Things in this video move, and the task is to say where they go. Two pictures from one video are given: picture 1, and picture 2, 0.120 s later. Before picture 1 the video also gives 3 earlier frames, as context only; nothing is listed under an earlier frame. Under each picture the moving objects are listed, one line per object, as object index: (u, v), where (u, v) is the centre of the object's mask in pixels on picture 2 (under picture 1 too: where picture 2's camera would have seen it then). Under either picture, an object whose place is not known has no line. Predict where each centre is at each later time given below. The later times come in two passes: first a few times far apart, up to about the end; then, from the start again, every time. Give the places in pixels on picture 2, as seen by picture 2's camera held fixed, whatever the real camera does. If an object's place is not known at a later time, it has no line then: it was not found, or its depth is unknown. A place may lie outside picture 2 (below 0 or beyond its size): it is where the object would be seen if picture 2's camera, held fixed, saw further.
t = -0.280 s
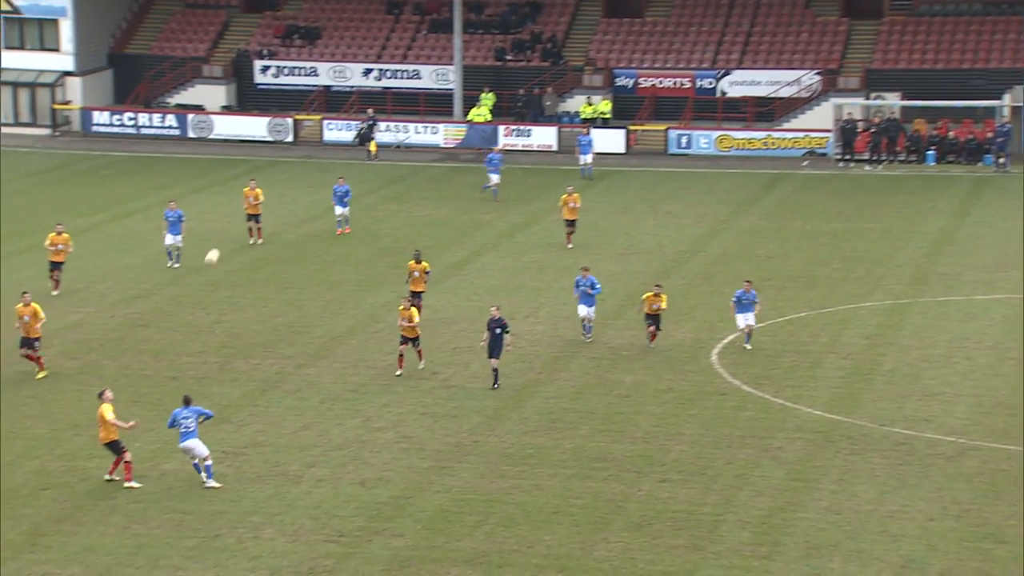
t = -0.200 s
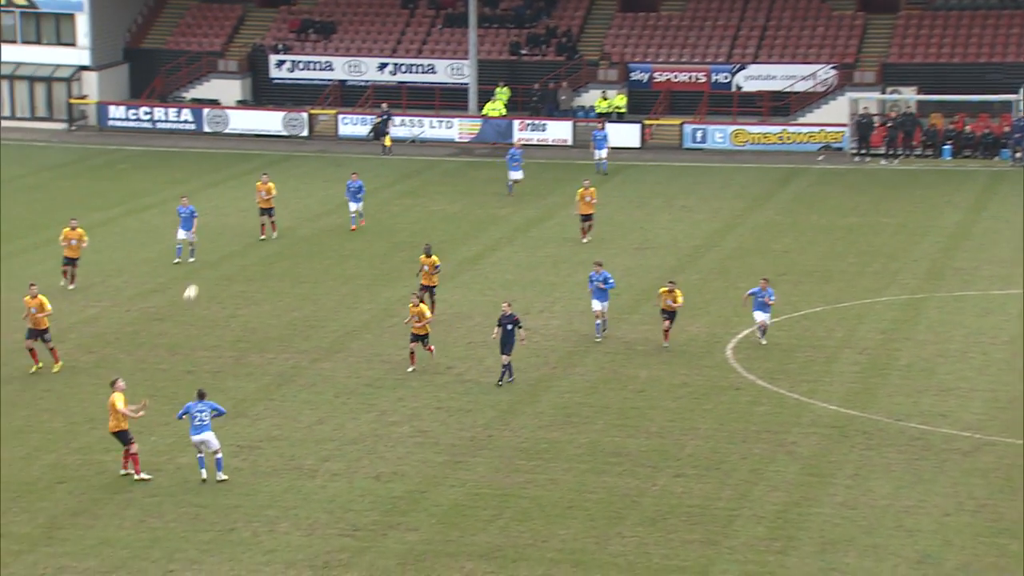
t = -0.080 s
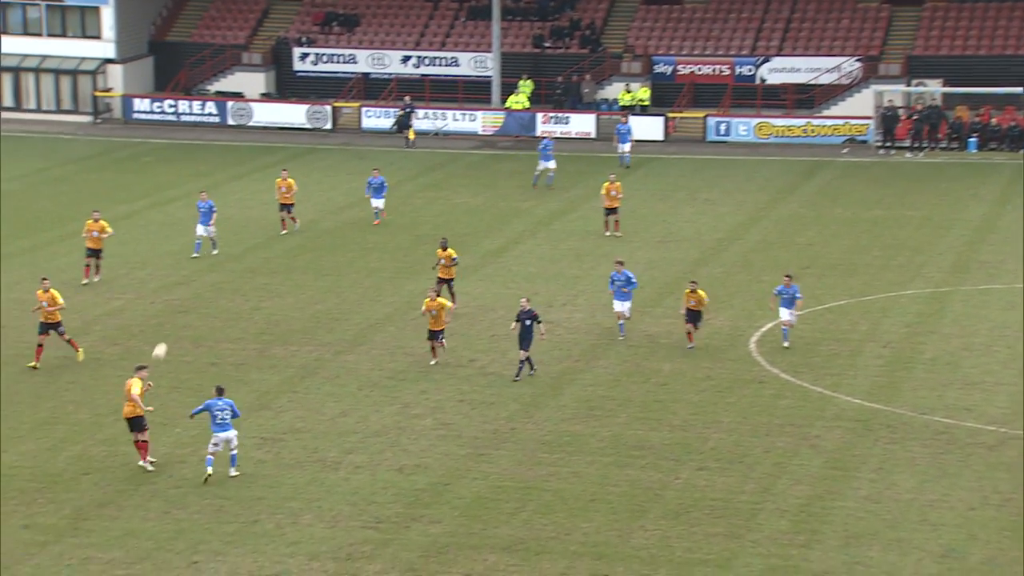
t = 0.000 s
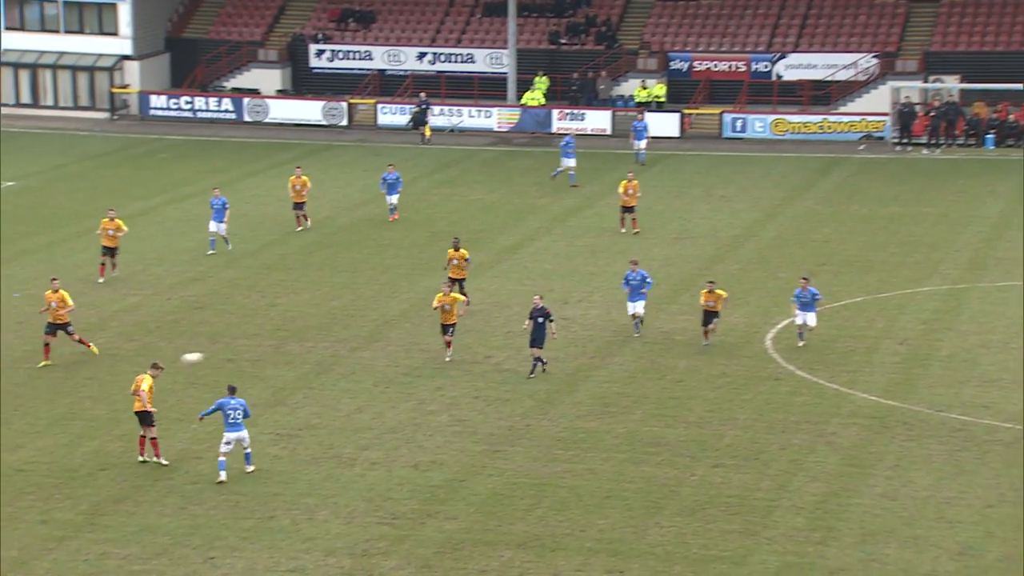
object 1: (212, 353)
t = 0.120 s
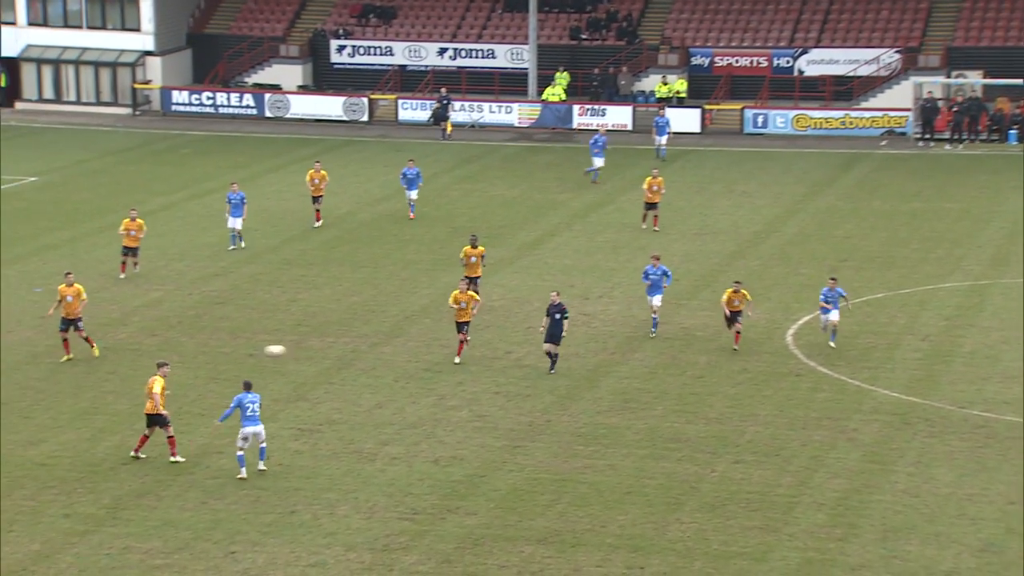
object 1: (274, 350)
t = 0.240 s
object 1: (336, 356)
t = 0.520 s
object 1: (480, 404)
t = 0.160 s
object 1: (295, 352)
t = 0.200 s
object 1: (315, 353)
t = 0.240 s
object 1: (336, 356)
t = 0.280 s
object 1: (356, 360)
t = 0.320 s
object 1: (377, 365)
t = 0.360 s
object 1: (398, 371)
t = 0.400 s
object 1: (418, 378)
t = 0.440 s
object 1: (439, 386)
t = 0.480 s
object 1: (459, 394)
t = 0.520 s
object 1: (480, 404)
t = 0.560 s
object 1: (501, 415)
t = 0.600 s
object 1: (522, 427)
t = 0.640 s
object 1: (541, 439)
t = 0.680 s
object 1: (563, 453)
